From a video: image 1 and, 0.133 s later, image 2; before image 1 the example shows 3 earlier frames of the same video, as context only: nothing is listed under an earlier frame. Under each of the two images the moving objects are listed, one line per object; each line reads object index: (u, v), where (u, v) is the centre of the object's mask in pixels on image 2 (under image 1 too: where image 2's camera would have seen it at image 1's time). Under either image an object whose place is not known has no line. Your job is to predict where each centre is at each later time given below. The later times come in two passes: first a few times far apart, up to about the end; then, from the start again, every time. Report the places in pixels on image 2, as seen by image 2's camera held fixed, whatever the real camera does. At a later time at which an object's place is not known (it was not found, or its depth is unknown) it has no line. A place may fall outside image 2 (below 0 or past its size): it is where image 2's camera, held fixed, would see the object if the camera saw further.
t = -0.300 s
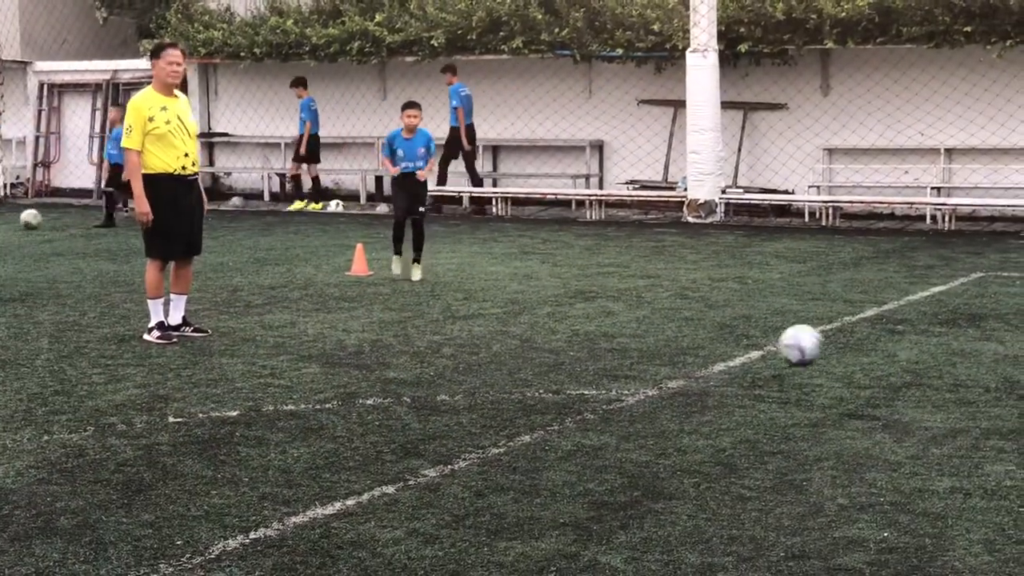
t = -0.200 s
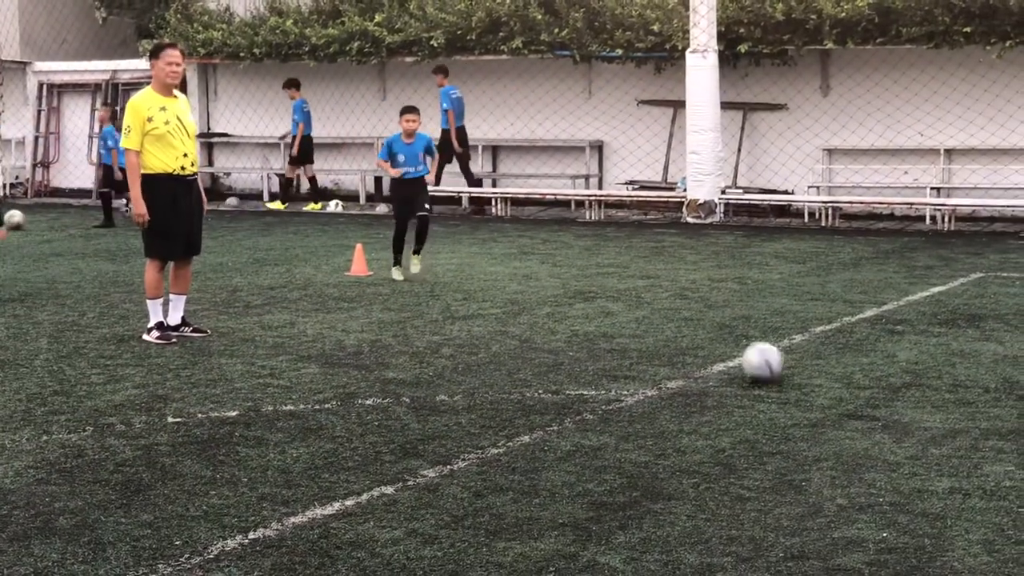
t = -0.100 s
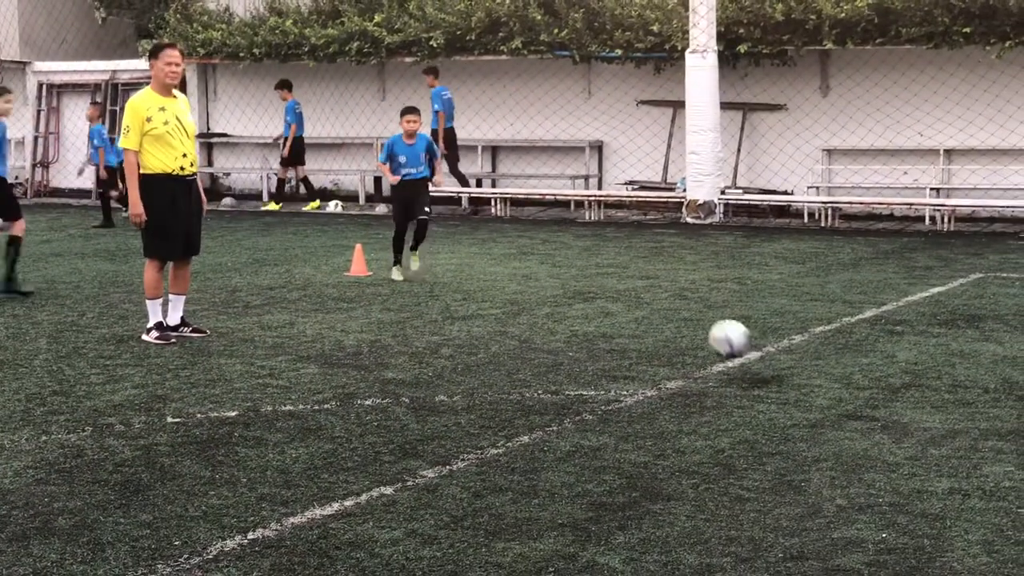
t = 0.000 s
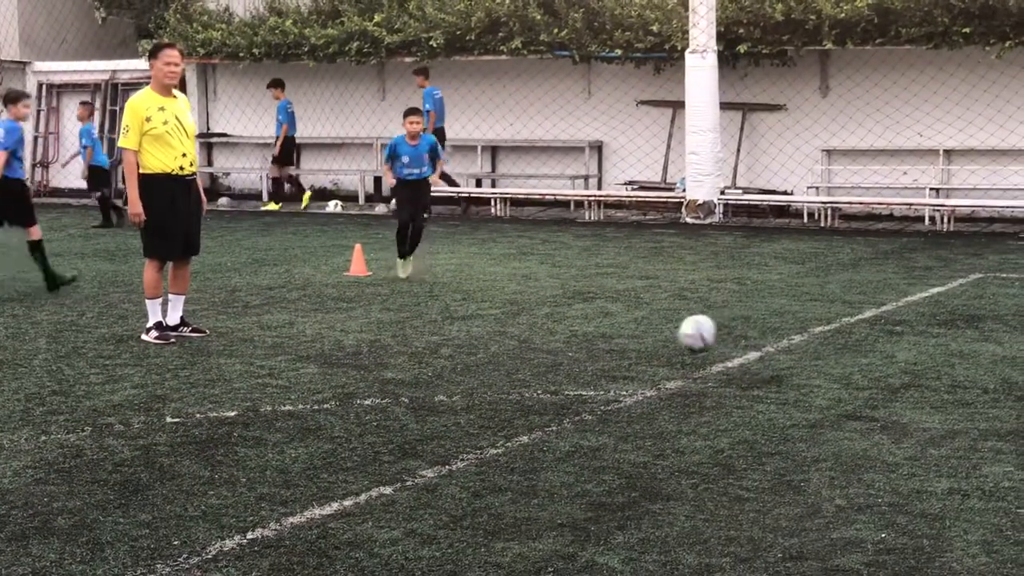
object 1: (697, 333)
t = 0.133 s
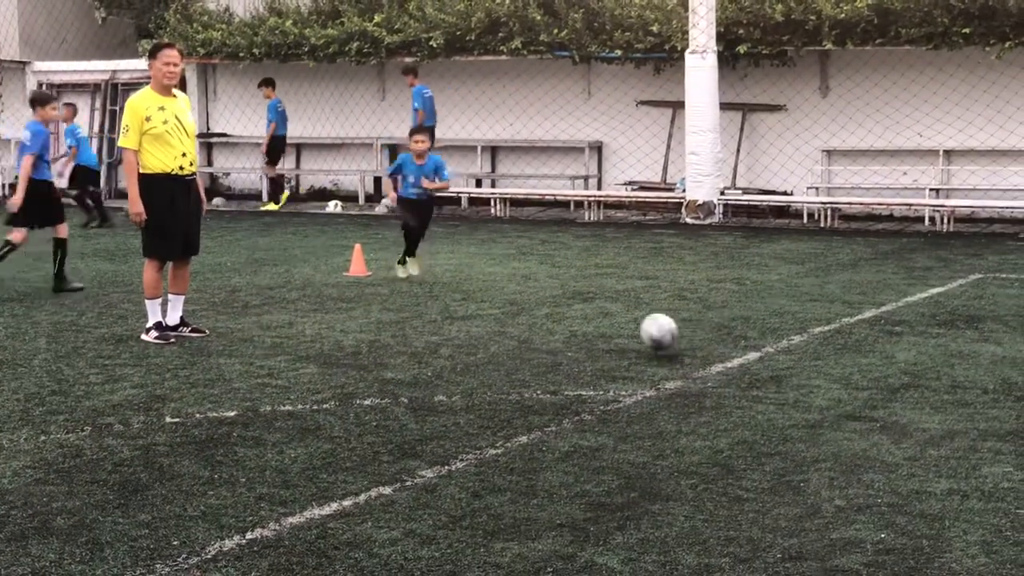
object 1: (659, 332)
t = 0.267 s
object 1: (624, 327)
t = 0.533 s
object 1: (563, 312)
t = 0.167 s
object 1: (650, 328)
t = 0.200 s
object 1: (641, 325)
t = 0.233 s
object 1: (632, 325)
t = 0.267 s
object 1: (624, 327)
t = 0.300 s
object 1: (616, 326)
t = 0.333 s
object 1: (608, 321)
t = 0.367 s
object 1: (600, 319)
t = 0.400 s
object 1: (592, 319)
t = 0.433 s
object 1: (584, 320)
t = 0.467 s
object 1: (578, 317)
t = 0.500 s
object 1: (570, 314)
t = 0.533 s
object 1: (563, 312)
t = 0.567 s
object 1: (556, 312)
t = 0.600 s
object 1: (549, 310)
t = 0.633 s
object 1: (543, 308)
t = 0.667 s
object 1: (536, 307)
